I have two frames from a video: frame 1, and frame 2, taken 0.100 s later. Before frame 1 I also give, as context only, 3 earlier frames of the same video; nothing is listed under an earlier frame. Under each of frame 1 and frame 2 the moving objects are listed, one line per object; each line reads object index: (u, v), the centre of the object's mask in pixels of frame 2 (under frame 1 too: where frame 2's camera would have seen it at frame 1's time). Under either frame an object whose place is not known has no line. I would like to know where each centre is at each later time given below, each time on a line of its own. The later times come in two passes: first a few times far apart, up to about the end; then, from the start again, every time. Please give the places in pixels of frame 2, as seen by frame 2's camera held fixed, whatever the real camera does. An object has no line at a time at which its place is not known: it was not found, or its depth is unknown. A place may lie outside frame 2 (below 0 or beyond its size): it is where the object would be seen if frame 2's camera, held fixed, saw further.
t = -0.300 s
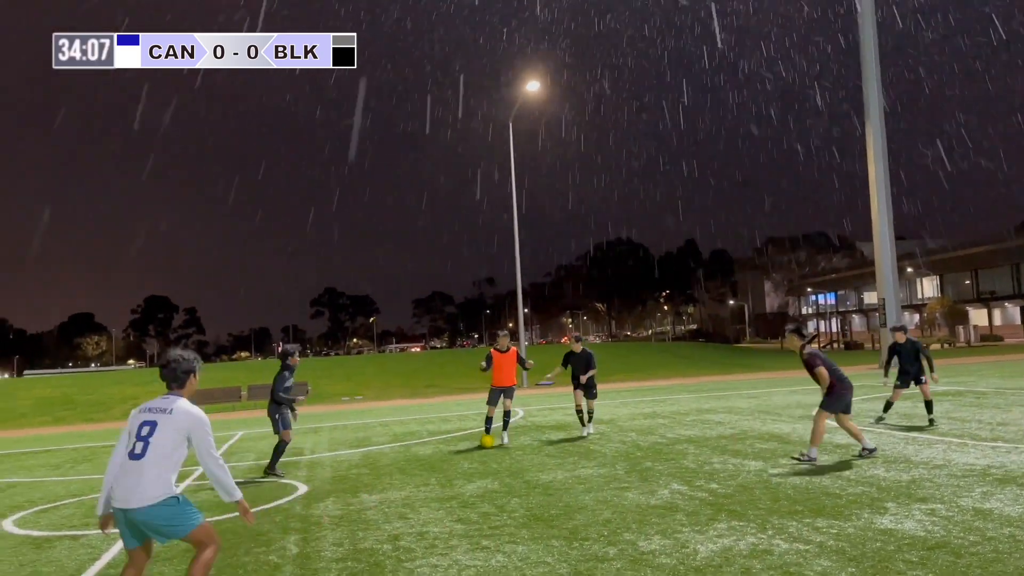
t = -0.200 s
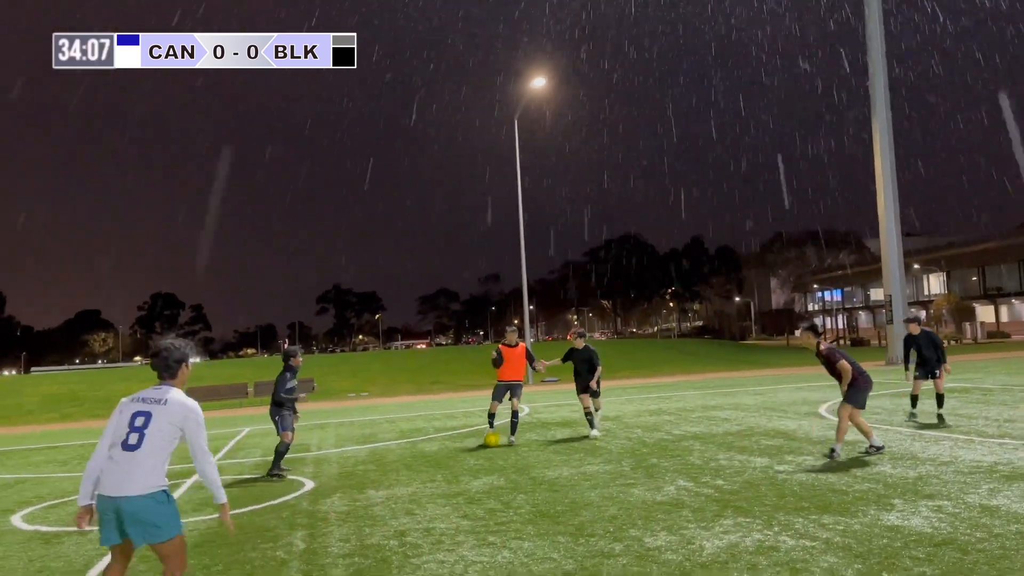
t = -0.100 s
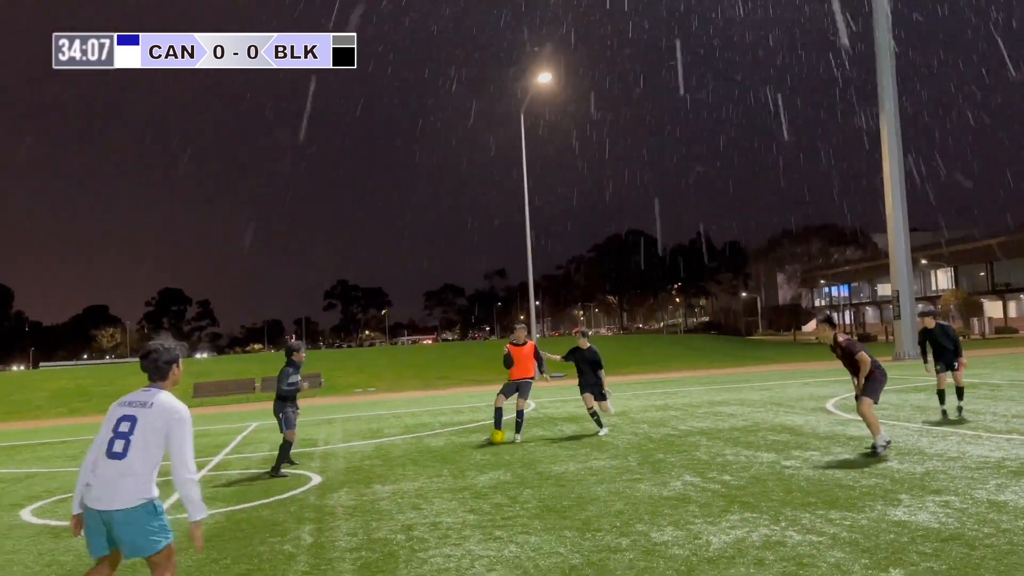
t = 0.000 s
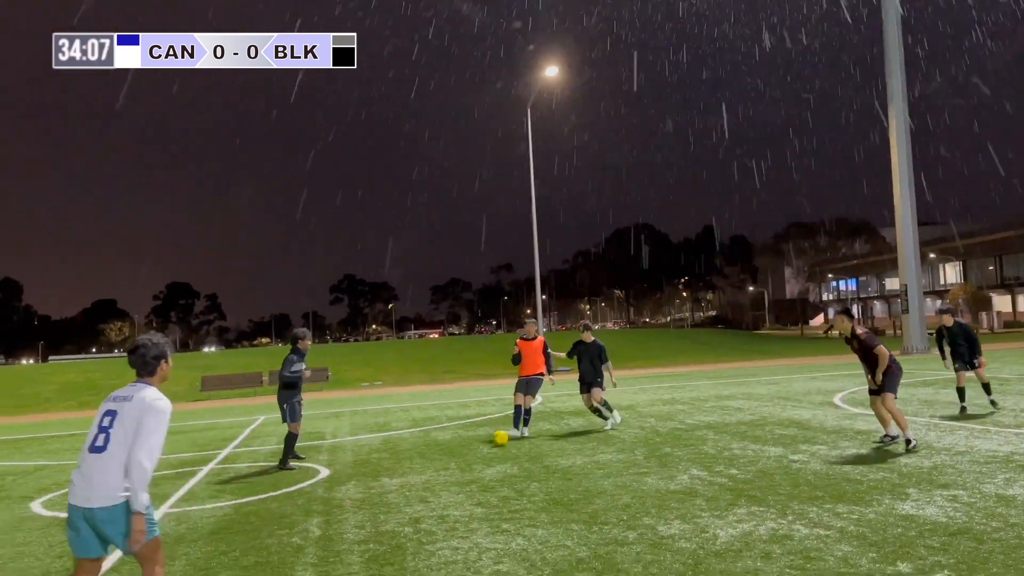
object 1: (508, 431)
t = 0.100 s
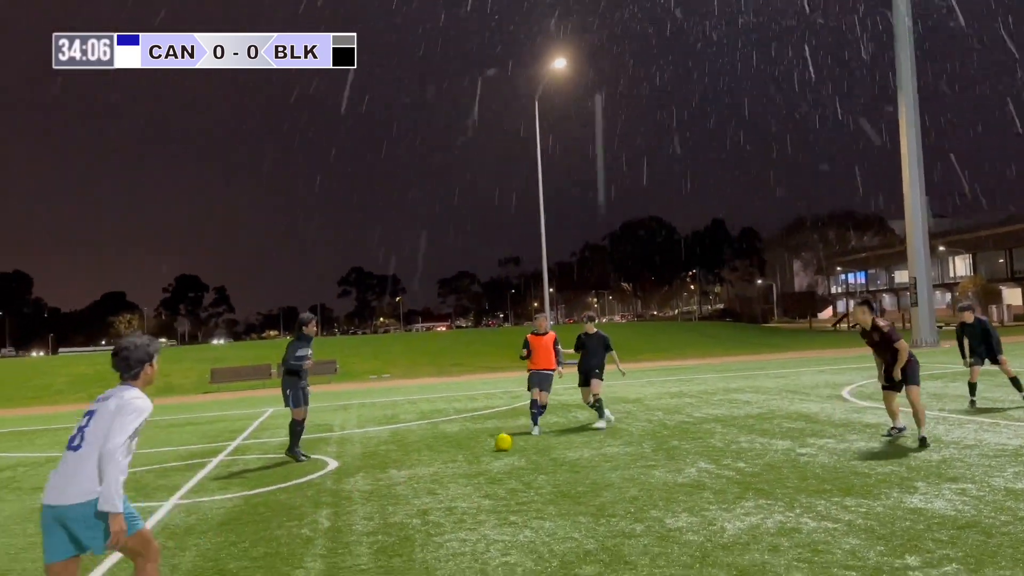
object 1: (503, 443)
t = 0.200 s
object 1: (498, 455)
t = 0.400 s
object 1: (481, 489)
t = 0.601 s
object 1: (454, 538)
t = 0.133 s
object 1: (502, 446)
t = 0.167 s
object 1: (500, 450)
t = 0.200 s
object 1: (498, 455)
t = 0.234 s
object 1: (495, 460)
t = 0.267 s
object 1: (492, 465)
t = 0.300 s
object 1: (490, 470)
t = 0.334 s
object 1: (486, 476)
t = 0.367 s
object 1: (484, 482)
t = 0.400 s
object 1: (481, 489)
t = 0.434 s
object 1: (478, 495)
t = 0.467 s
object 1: (473, 503)
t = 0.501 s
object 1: (469, 510)
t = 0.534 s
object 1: (464, 518)
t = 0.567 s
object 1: (459, 528)
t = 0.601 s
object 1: (454, 538)
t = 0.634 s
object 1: (448, 548)
